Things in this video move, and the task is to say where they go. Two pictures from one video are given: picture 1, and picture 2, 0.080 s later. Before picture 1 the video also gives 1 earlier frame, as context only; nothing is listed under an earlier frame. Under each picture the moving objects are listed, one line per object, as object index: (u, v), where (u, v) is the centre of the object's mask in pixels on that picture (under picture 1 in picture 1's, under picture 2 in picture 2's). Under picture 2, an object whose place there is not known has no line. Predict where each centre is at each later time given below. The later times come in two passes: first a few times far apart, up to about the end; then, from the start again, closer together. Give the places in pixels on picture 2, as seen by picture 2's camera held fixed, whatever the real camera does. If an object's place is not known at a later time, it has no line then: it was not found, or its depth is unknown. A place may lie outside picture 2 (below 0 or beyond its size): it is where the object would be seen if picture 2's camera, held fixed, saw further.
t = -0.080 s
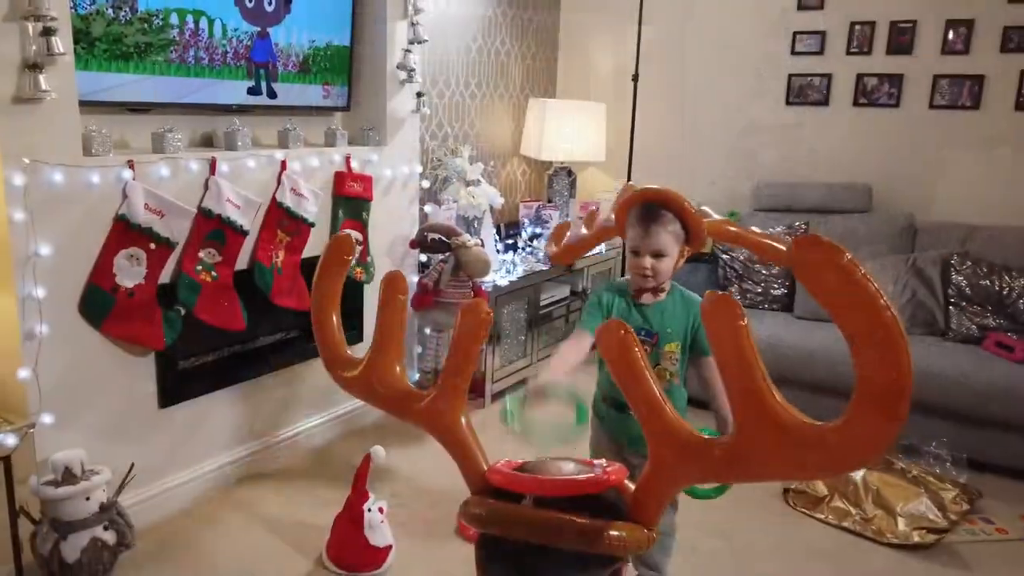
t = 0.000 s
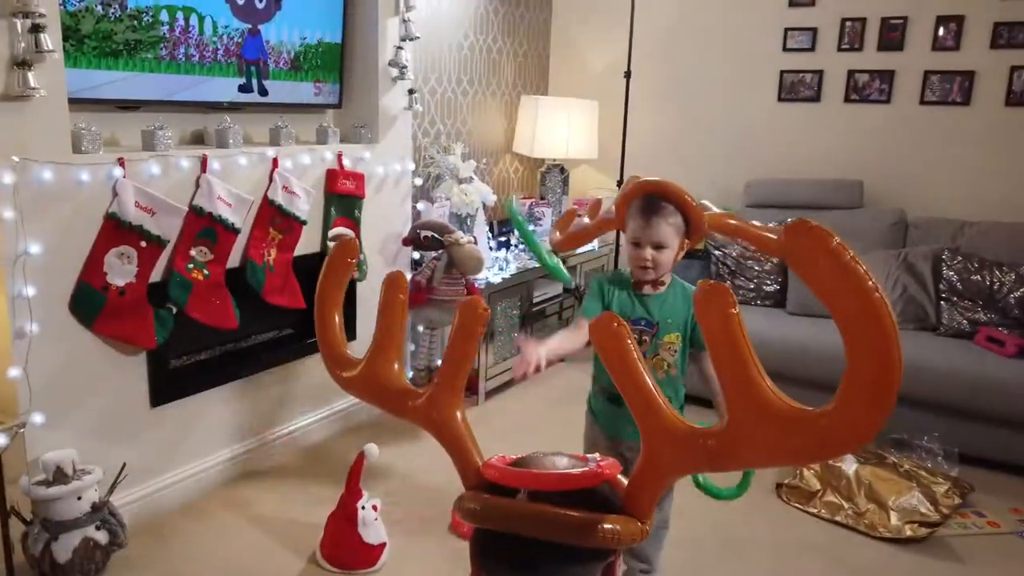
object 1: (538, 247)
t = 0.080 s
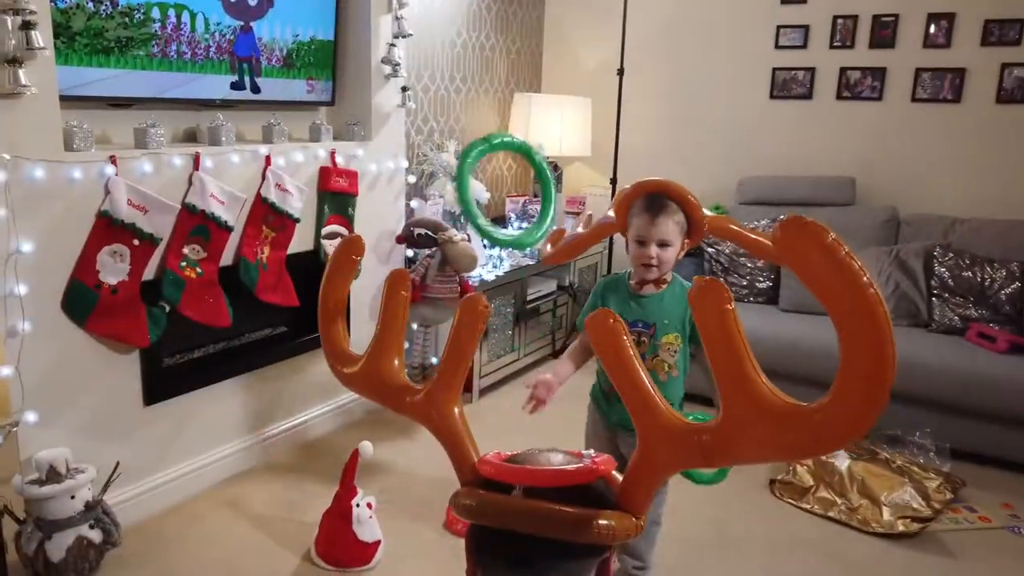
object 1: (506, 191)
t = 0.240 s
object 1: (469, 358)
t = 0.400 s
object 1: (450, 396)
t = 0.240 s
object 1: (469, 358)
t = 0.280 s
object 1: (472, 385)
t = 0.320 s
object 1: (471, 387)
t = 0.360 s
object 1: (466, 388)
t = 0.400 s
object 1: (450, 396)
